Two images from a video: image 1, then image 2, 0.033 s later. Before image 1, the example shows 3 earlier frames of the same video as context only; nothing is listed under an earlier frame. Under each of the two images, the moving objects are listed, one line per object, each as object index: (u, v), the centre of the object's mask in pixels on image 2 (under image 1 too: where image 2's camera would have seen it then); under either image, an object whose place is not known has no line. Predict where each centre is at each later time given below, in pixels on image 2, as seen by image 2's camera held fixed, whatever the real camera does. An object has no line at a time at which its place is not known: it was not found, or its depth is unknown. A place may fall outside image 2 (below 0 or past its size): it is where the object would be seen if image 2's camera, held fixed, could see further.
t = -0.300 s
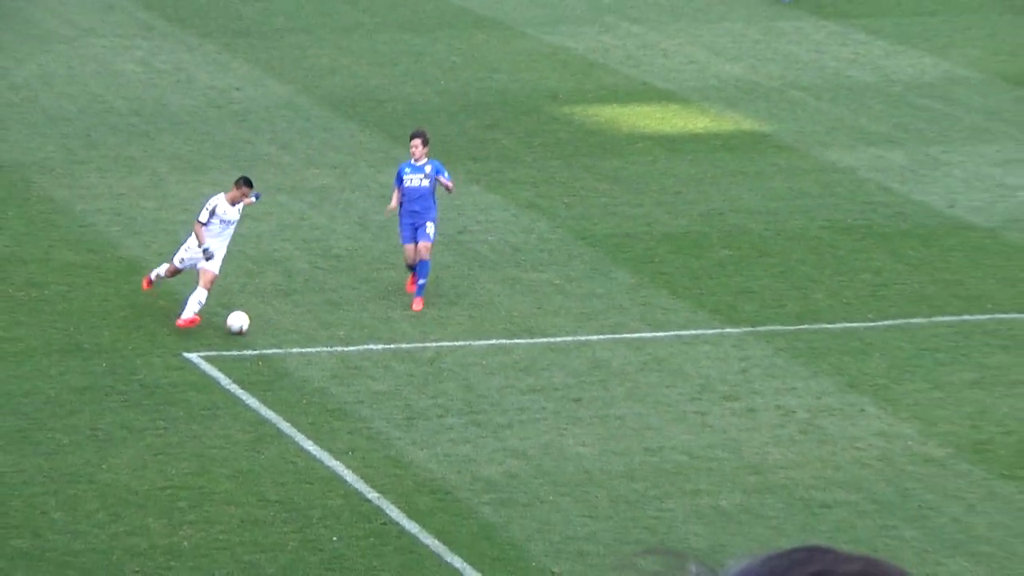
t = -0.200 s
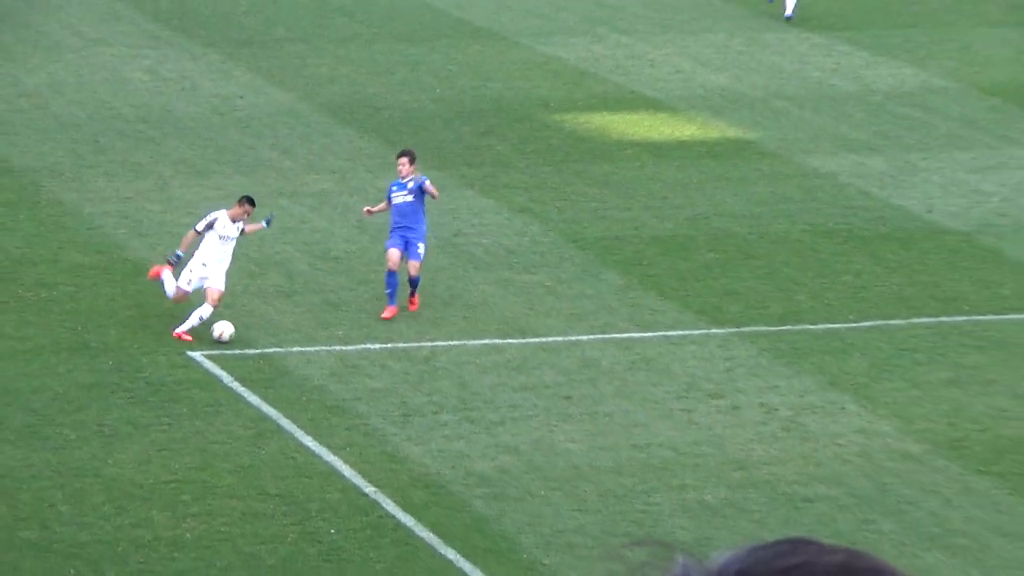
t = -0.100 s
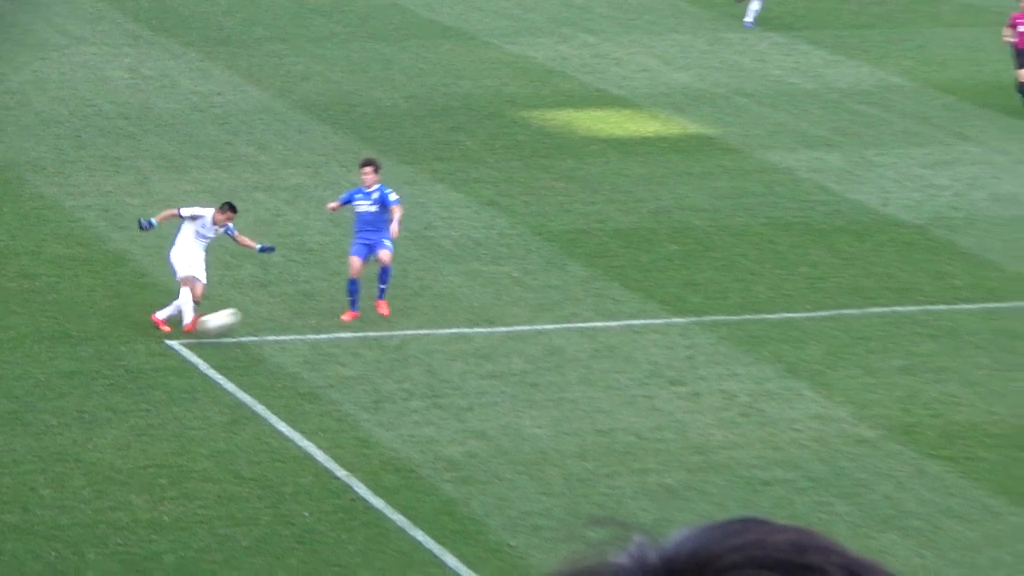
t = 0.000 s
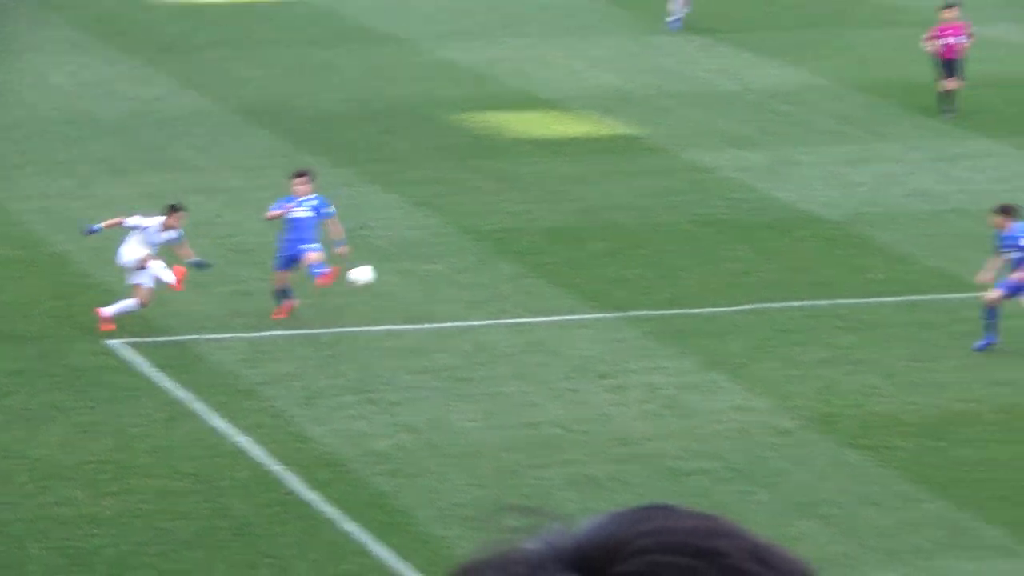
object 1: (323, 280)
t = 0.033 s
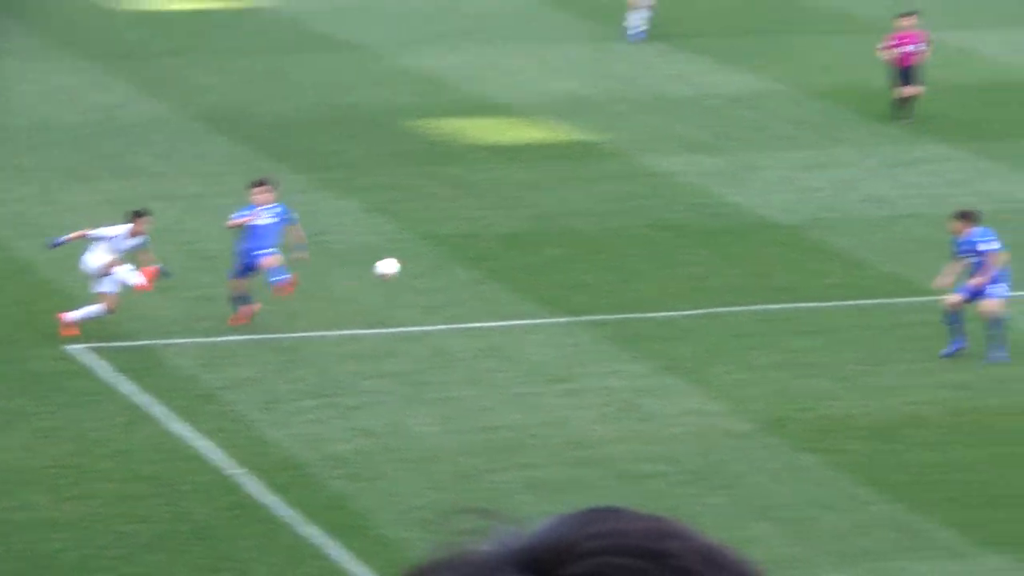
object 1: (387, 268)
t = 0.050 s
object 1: (420, 261)
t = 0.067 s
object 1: (450, 255)
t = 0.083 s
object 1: (482, 250)
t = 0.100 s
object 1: (513, 245)
